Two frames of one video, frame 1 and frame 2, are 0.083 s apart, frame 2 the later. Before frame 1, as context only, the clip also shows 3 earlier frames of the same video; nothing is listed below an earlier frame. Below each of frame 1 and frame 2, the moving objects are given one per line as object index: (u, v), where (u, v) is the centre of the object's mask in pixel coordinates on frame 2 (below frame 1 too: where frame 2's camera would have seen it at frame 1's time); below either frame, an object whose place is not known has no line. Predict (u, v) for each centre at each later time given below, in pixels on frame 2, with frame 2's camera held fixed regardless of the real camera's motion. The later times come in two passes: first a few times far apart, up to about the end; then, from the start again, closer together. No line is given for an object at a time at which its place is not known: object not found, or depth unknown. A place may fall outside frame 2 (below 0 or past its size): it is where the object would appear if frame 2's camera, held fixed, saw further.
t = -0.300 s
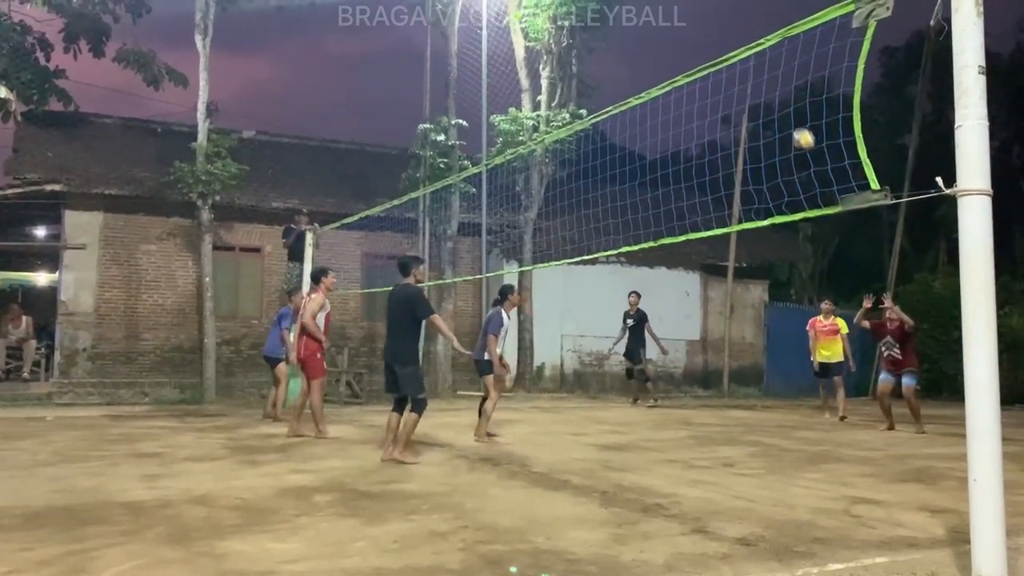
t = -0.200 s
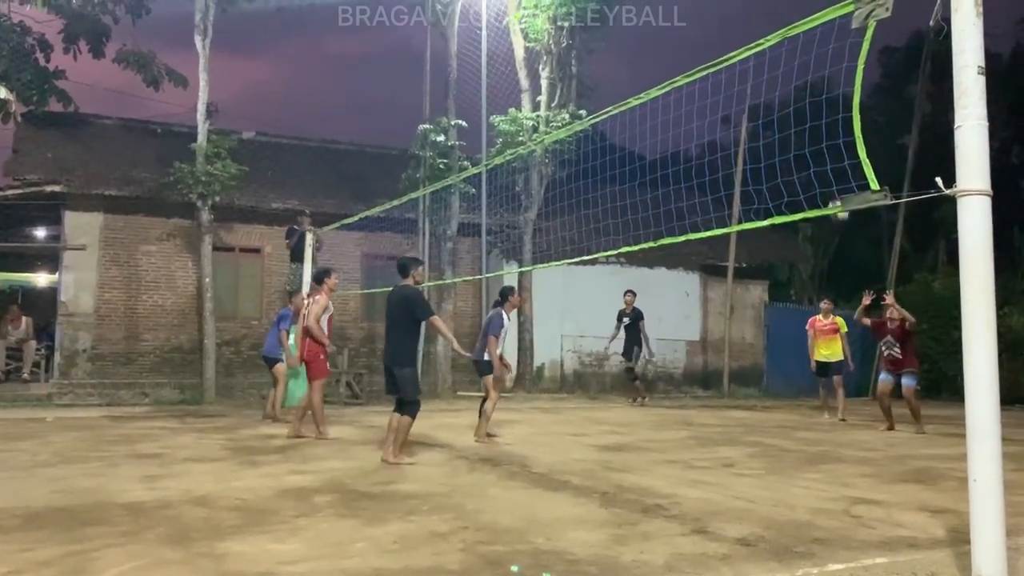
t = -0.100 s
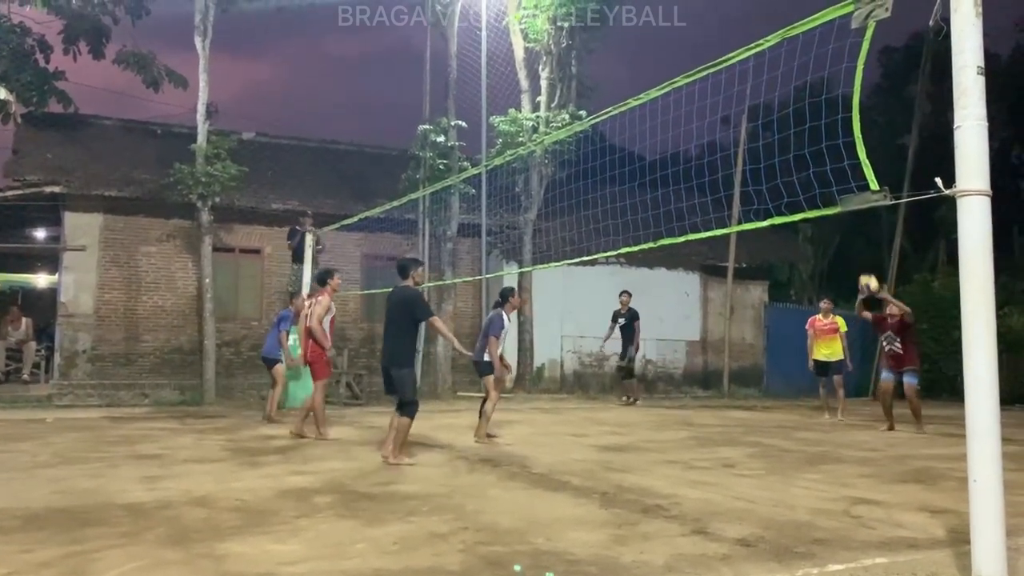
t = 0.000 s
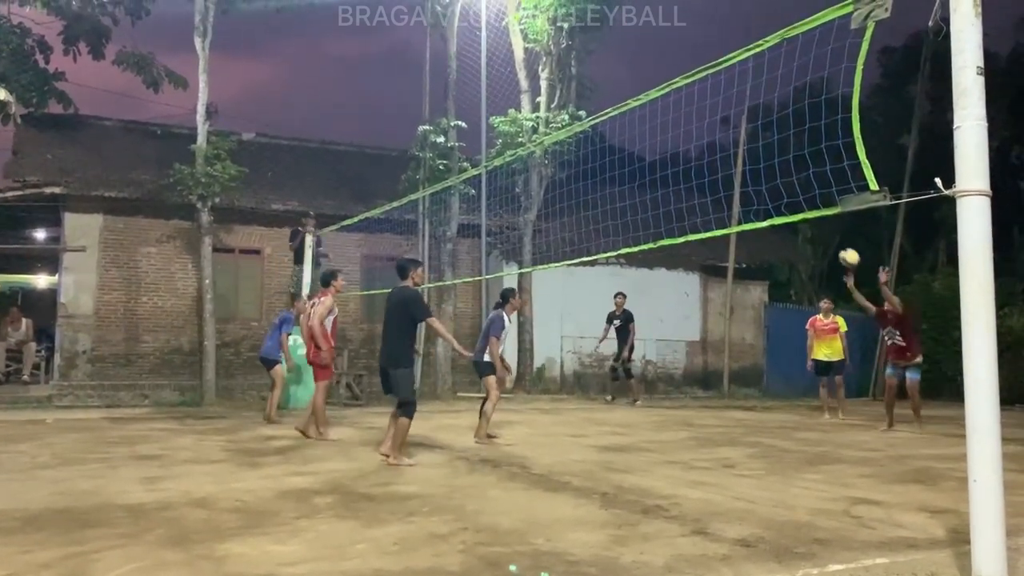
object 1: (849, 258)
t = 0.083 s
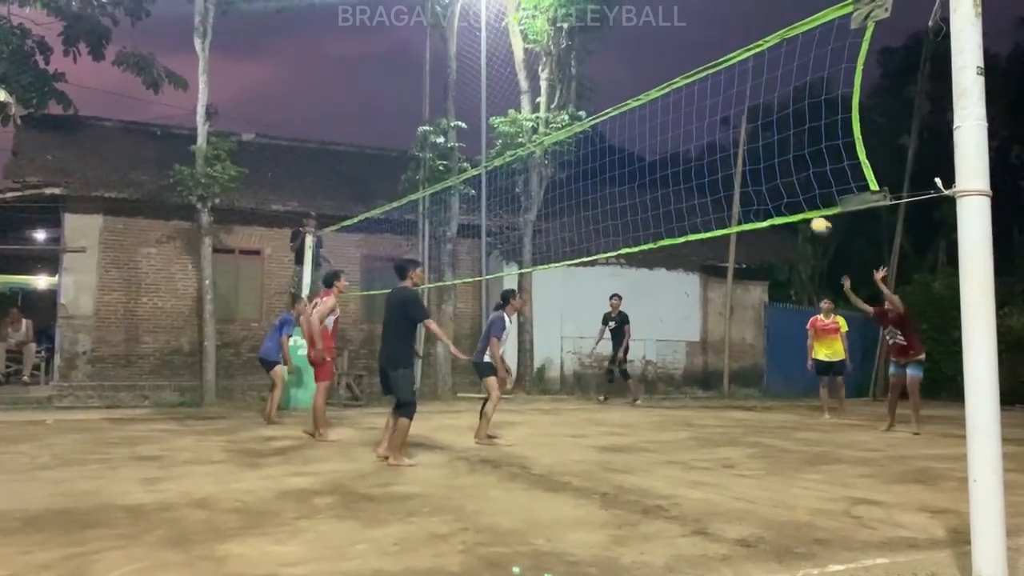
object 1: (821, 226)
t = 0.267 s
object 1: (757, 175)
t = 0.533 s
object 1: (664, 155)
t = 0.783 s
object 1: (575, 192)
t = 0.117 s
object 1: (808, 214)
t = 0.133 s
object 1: (802, 208)
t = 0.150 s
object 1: (797, 204)
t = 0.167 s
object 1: (791, 200)
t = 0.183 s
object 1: (786, 195)
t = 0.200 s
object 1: (780, 191)
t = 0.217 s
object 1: (775, 187)
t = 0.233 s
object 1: (769, 183)
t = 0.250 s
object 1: (763, 179)
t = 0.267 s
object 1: (757, 175)
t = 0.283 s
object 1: (752, 173)
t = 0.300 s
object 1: (746, 169)
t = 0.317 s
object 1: (740, 167)
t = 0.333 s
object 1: (734, 164)
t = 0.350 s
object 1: (728, 162)
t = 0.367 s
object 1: (722, 160)
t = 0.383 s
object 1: (717, 158)
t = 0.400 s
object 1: (711, 157)
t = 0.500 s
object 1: (676, 154)
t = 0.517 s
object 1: (670, 154)
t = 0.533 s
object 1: (664, 155)
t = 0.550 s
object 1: (658, 156)
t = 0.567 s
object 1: (653, 156)
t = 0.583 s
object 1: (647, 157)
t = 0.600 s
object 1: (641, 159)
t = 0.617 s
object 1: (635, 160)
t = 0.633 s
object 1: (629, 163)
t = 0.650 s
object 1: (622, 164)
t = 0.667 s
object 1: (616, 167)
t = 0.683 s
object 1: (610, 169)
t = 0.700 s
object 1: (604, 173)
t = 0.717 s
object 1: (598, 177)
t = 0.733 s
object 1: (592, 180)
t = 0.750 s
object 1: (586, 184)
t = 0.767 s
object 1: (580, 188)
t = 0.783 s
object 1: (575, 192)
